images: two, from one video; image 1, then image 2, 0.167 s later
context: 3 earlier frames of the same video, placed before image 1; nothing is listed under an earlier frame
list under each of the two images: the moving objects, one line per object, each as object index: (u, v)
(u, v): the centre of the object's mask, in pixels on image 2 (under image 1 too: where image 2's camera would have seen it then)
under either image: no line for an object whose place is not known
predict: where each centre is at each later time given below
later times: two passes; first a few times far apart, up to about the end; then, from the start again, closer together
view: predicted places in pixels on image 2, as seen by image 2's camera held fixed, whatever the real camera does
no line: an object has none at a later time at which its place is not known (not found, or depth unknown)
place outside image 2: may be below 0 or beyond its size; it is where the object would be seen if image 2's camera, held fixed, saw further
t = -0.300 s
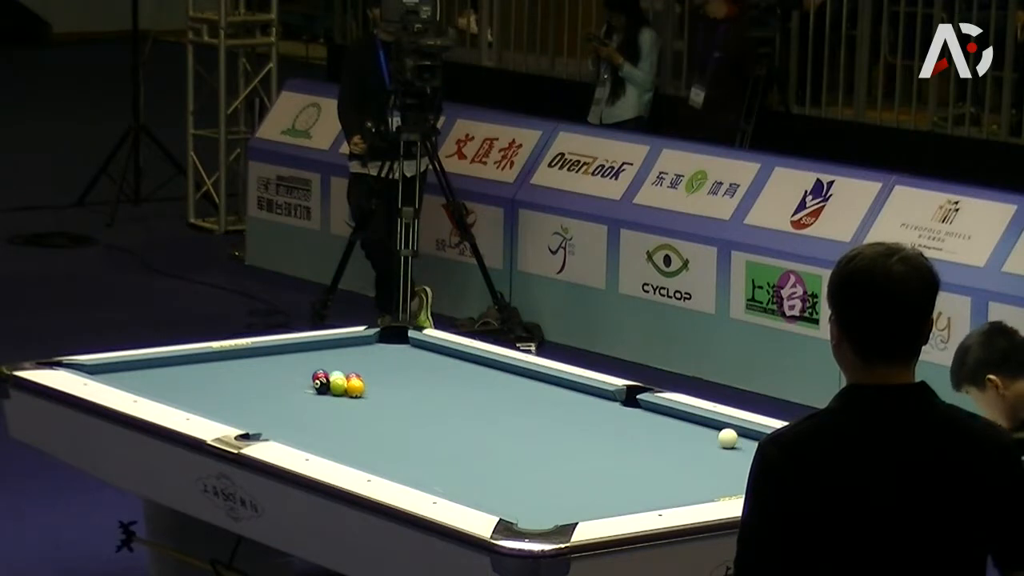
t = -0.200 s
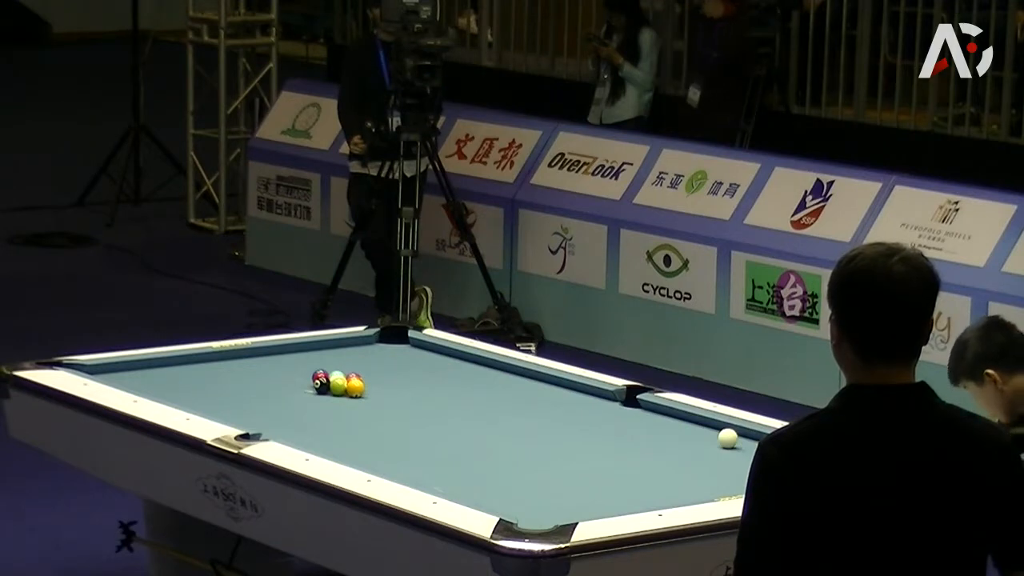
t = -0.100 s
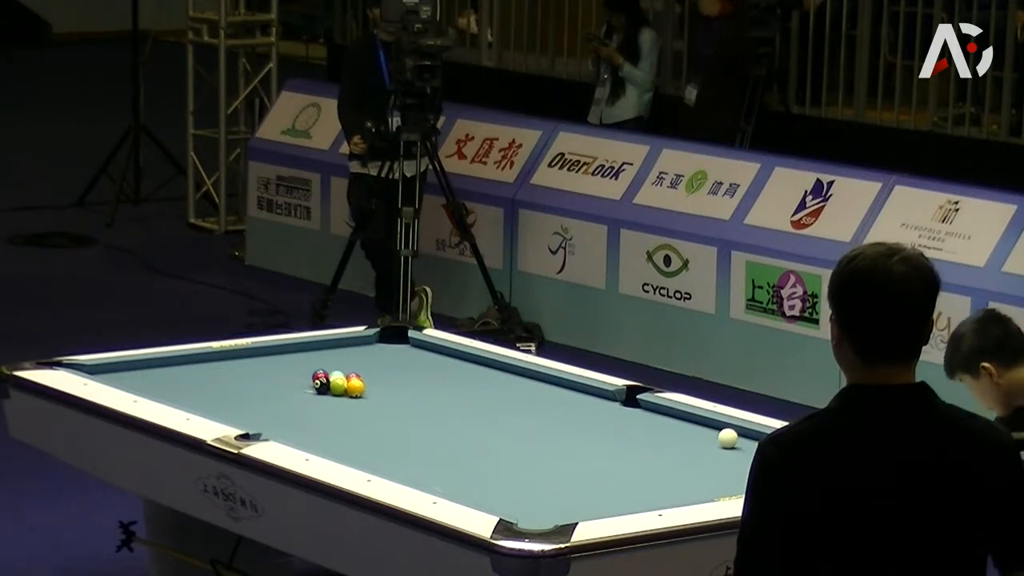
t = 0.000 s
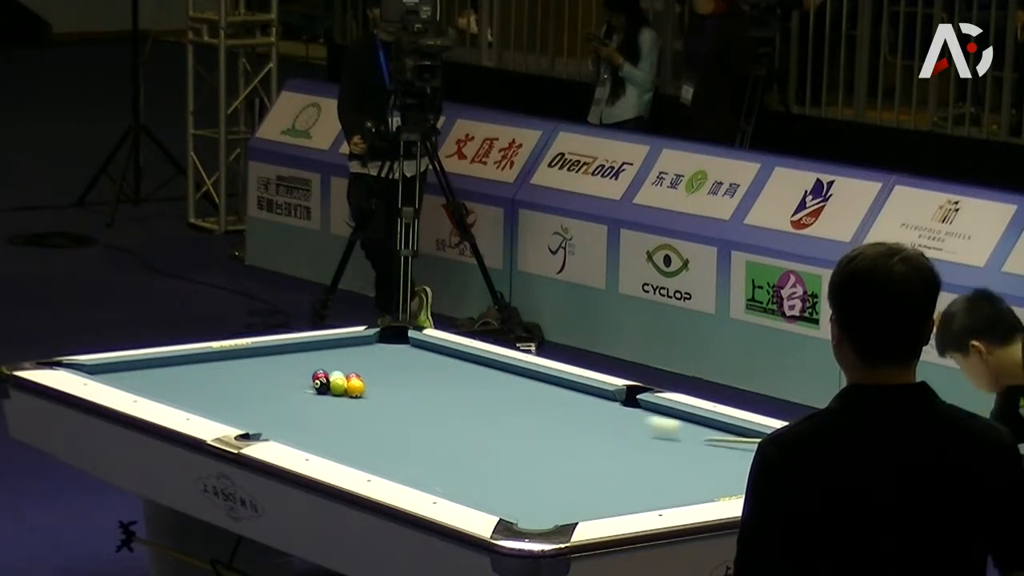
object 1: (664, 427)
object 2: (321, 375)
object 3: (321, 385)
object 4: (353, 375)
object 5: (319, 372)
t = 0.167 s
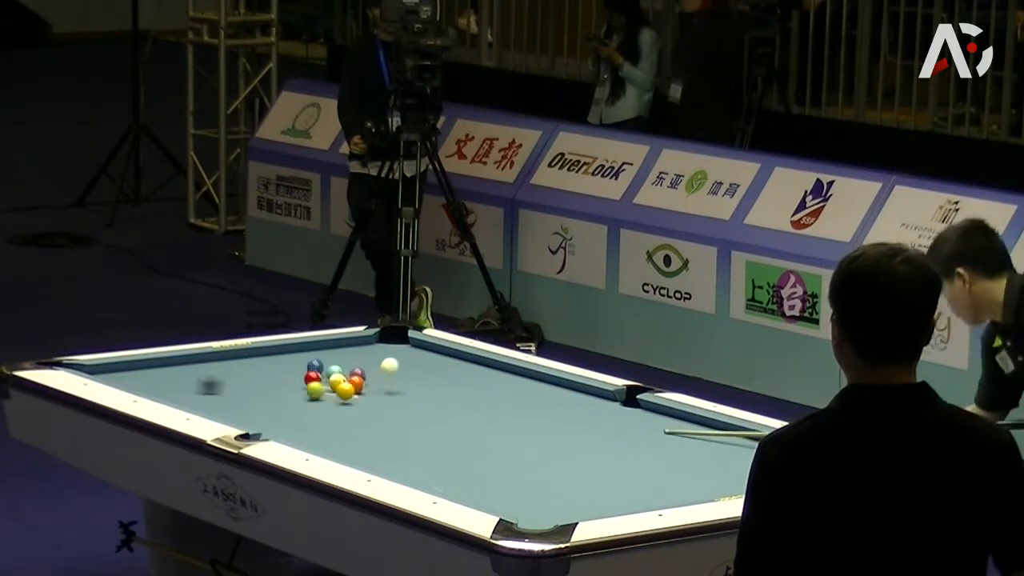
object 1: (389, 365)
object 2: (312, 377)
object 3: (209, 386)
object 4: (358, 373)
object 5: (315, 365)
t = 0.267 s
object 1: (418, 355)
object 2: (300, 377)
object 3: (144, 378)
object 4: (365, 367)
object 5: (306, 352)
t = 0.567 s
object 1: (437, 360)
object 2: (266, 371)
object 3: (329, 350)
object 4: (419, 354)
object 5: (352, 352)
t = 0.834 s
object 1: (469, 379)
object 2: (239, 367)
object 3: (350, 346)
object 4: (410, 341)
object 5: (444, 358)
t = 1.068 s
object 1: (485, 395)
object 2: (215, 362)
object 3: (365, 343)
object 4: (378, 339)
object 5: (481, 366)
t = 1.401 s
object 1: (509, 418)
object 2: (191, 359)
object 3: (364, 343)
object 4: (390, 343)
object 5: (493, 380)
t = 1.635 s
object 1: (527, 434)
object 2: (194, 362)
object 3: (364, 343)
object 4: (396, 346)
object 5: (502, 391)
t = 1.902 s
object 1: (547, 454)
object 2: (195, 364)
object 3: (364, 343)
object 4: (403, 349)
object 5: (512, 402)
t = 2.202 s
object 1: (571, 477)
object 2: (198, 367)
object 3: (364, 343)
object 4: (411, 352)
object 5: (523, 416)
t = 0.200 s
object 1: (399, 359)
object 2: (308, 378)
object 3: (148, 385)
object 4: (361, 371)
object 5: (312, 362)
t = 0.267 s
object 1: (418, 355)
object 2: (300, 377)
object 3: (144, 378)
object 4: (365, 367)
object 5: (306, 352)
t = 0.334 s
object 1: (437, 366)
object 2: (293, 376)
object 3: (186, 367)
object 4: (368, 363)
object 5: (313, 348)
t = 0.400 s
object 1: (454, 354)
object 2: (285, 375)
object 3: (225, 357)
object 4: (372, 359)
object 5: (342, 350)
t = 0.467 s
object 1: (463, 355)
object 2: (278, 373)
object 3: (267, 352)
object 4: (381, 356)
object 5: (360, 353)
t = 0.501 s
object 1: (450, 357)
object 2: (274, 373)
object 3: (291, 352)
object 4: (398, 356)
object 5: (357, 353)
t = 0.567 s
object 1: (437, 360)
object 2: (266, 371)
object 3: (329, 350)
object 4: (419, 354)
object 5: (352, 352)
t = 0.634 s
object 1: (448, 365)
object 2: (260, 370)
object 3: (336, 349)
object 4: (419, 350)
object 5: (374, 353)
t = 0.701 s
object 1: (457, 370)
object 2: (252, 368)
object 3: (339, 348)
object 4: (421, 346)
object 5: (399, 355)
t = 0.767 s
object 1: (463, 375)
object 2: (246, 368)
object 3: (344, 347)
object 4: (414, 343)
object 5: (423, 357)
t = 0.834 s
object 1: (469, 379)
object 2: (239, 367)
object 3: (350, 346)
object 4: (410, 341)
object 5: (444, 358)
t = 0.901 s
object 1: (473, 384)
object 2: (232, 365)
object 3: (356, 344)
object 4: (395, 340)
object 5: (464, 359)
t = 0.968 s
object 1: (478, 388)
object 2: (225, 364)
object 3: (362, 343)
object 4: (386, 340)
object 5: (479, 361)
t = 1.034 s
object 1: (483, 393)
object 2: (219, 362)
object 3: (365, 342)
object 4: (378, 339)
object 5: (480, 365)
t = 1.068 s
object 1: (485, 395)
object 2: (215, 362)
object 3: (365, 343)
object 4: (378, 339)
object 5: (481, 366)
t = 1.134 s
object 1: (490, 399)
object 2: (209, 361)
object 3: (364, 343)
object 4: (381, 339)
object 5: (483, 368)
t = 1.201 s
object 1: (495, 404)
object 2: (203, 360)
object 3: (364, 343)
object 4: (383, 340)
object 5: (486, 372)
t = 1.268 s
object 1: (499, 409)
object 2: (197, 359)
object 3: (364, 343)
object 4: (385, 341)
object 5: (488, 374)
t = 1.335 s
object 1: (504, 413)
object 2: (191, 359)
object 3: (363, 343)
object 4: (387, 342)
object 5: (491, 378)
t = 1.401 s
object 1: (509, 418)
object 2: (191, 359)
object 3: (364, 343)
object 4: (390, 343)
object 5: (493, 380)
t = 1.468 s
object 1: (514, 422)
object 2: (192, 360)
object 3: (364, 343)
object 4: (391, 344)
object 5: (496, 383)
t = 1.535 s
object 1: (519, 427)
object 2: (193, 361)
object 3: (364, 343)
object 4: (393, 345)
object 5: (498, 386)
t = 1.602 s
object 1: (524, 432)
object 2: (194, 361)
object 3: (364, 343)
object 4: (395, 345)
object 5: (501, 389)
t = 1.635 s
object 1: (527, 434)
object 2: (194, 362)
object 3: (364, 343)
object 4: (396, 346)
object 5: (502, 391)
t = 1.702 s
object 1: (531, 439)
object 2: (194, 362)
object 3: (364, 343)
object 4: (398, 347)
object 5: (504, 394)
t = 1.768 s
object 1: (537, 443)
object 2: (195, 363)
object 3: (364, 343)
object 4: (400, 347)
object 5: (507, 397)
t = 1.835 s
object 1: (542, 449)
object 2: (195, 364)
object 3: (364, 343)
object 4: (402, 348)
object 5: (509, 400)
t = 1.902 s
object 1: (547, 454)
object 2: (195, 364)
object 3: (364, 343)
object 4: (403, 349)
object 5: (512, 402)
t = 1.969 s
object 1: (552, 459)
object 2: (196, 365)
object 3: (364, 343)
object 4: (405, 350)
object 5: (514, 405)
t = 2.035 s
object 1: (557, 464)
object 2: (196, 366)
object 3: (364, 343)
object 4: (407, 350)
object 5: (517, 408)
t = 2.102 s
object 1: (563, 469)
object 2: (197, 367)
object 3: (364, 343)
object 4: (408, 351)
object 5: (519, 412)
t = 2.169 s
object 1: (568, 474)
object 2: (197, 367)
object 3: (364, 343)
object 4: (410, 352)
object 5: (521, 415)
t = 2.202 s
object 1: (571, 477)
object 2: (198, 367)
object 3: (364, 343)
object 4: (411, 352)
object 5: (523, 416)
